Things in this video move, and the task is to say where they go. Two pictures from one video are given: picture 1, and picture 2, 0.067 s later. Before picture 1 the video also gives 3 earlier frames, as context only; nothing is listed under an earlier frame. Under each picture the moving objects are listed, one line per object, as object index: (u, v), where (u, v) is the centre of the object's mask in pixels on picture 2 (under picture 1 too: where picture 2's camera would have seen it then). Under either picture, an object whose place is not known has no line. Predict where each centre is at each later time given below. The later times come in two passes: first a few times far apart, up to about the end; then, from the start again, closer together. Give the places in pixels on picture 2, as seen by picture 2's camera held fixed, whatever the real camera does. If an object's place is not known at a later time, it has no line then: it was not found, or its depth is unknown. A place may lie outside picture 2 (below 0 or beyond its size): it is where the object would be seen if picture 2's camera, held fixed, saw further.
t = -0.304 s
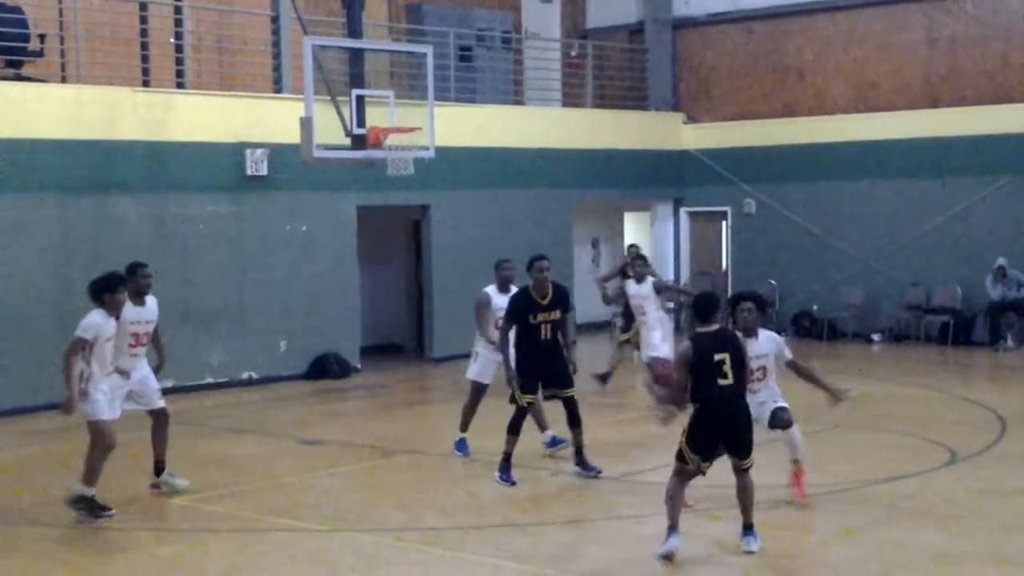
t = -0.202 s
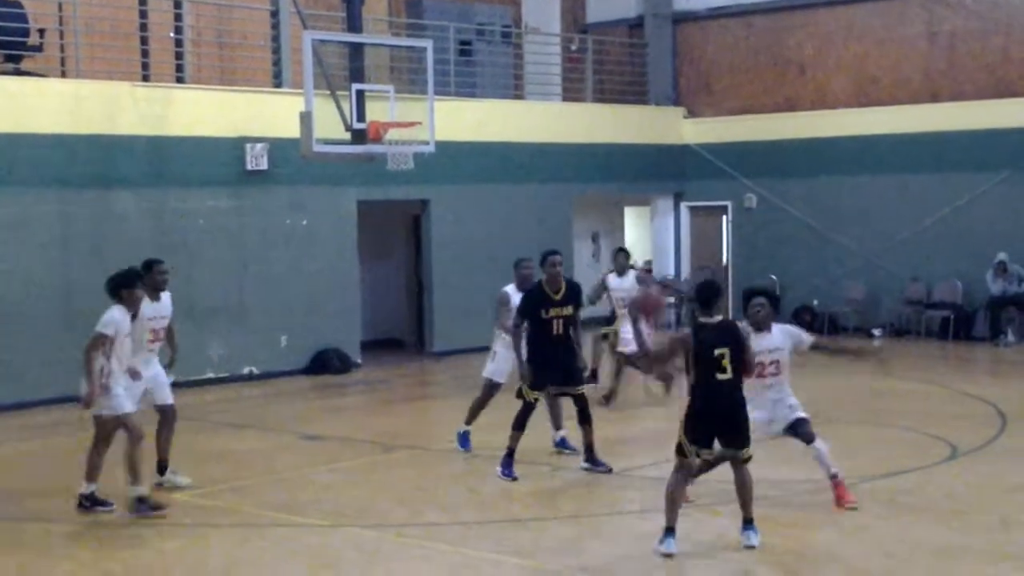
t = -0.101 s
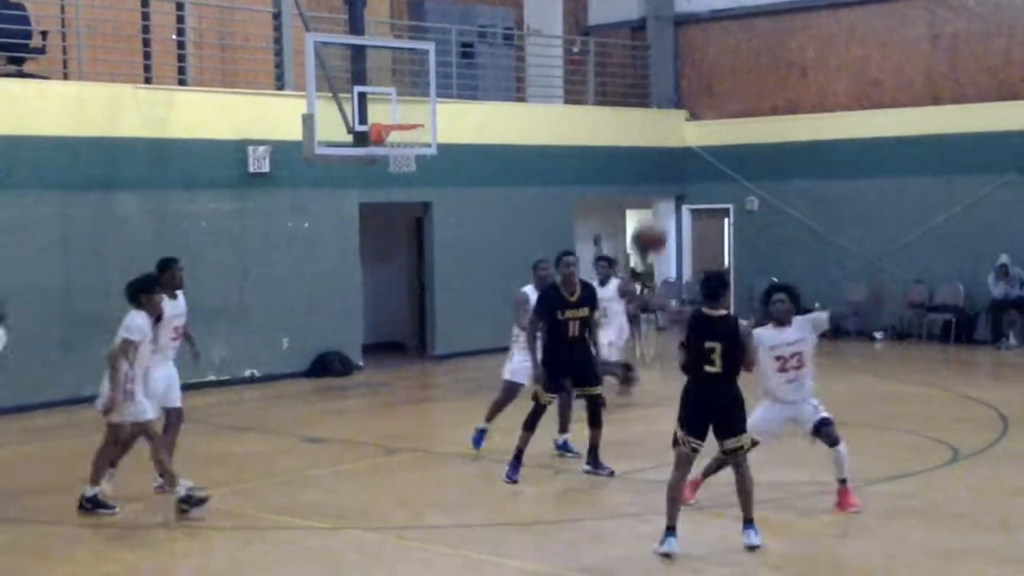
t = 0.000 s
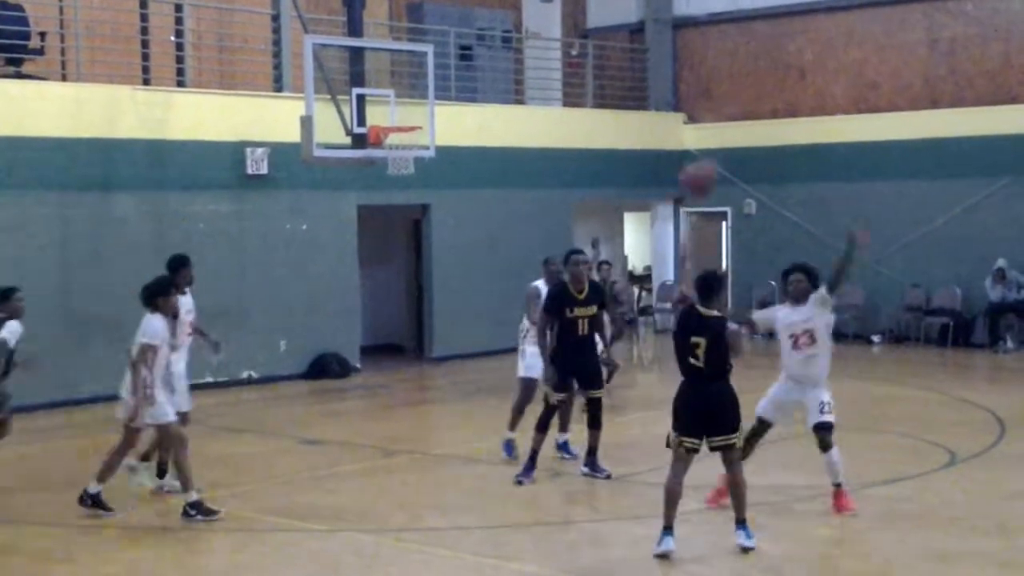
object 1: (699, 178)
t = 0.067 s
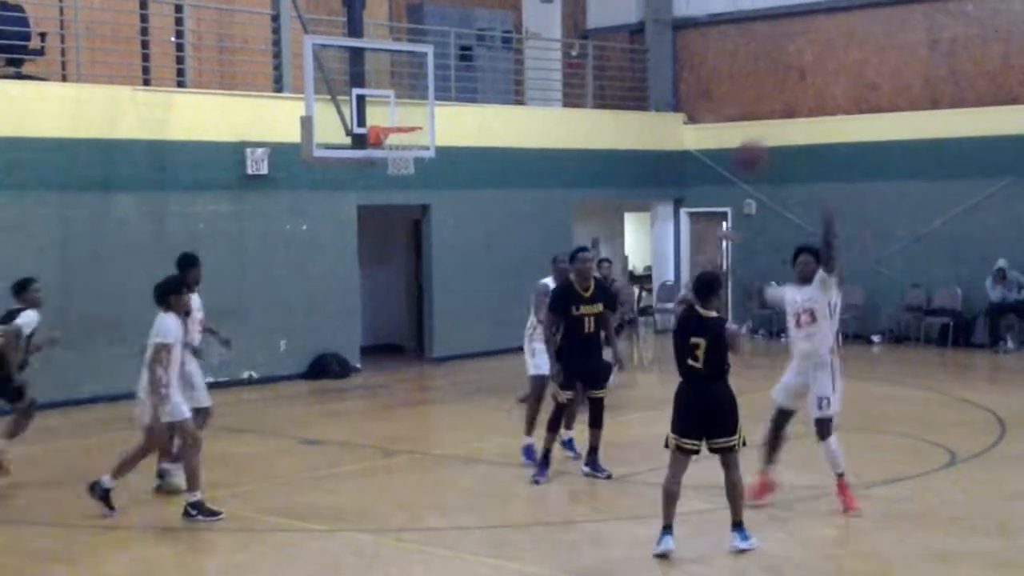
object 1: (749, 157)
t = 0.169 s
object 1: (820, 132)
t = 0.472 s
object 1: (989, 143)
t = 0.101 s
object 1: (775, 146)
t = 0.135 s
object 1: (798, 139)
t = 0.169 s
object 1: (820, 132)
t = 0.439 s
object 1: (974, 136)
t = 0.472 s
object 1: (989, 143)
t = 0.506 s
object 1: (1007, 150)
